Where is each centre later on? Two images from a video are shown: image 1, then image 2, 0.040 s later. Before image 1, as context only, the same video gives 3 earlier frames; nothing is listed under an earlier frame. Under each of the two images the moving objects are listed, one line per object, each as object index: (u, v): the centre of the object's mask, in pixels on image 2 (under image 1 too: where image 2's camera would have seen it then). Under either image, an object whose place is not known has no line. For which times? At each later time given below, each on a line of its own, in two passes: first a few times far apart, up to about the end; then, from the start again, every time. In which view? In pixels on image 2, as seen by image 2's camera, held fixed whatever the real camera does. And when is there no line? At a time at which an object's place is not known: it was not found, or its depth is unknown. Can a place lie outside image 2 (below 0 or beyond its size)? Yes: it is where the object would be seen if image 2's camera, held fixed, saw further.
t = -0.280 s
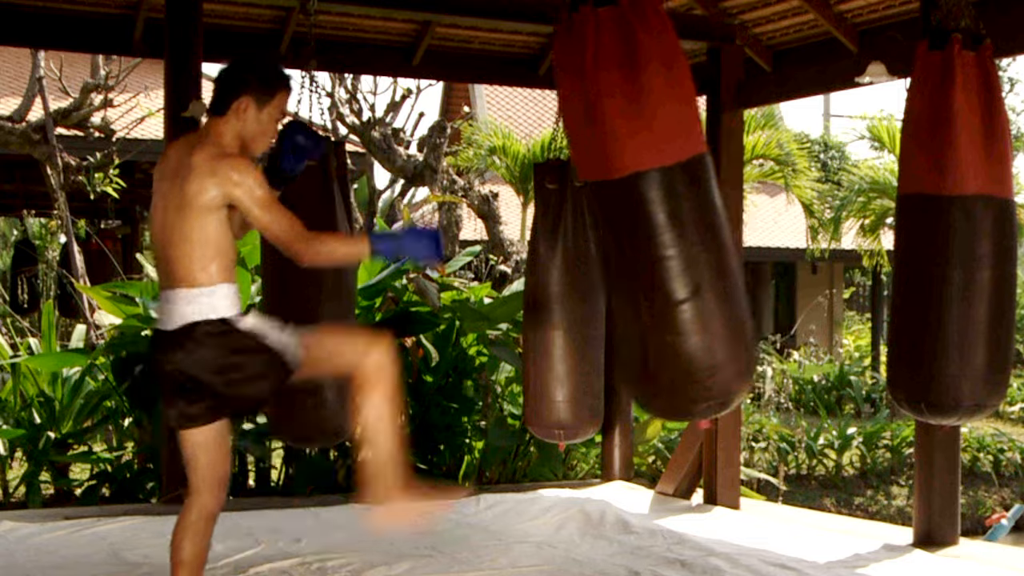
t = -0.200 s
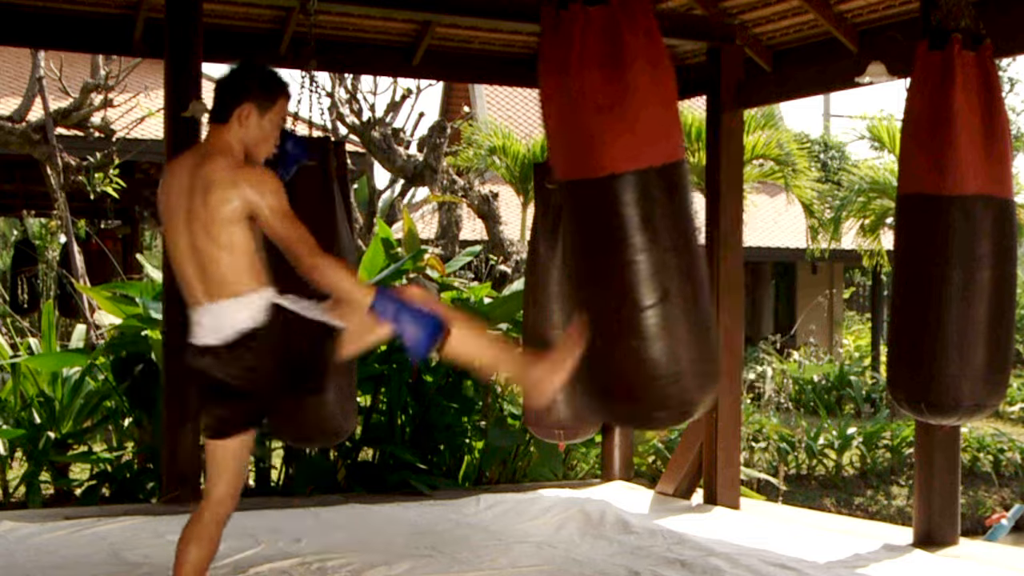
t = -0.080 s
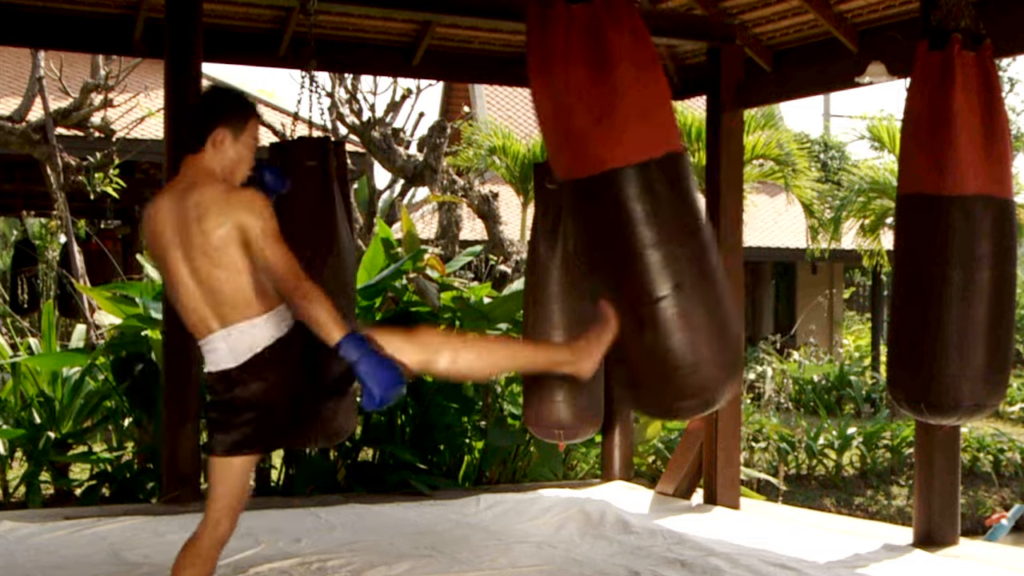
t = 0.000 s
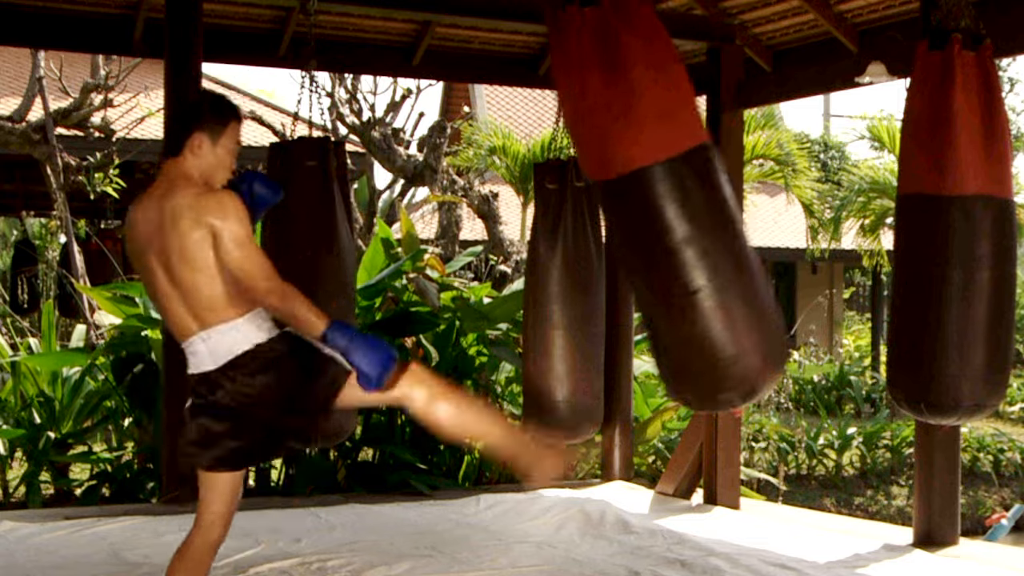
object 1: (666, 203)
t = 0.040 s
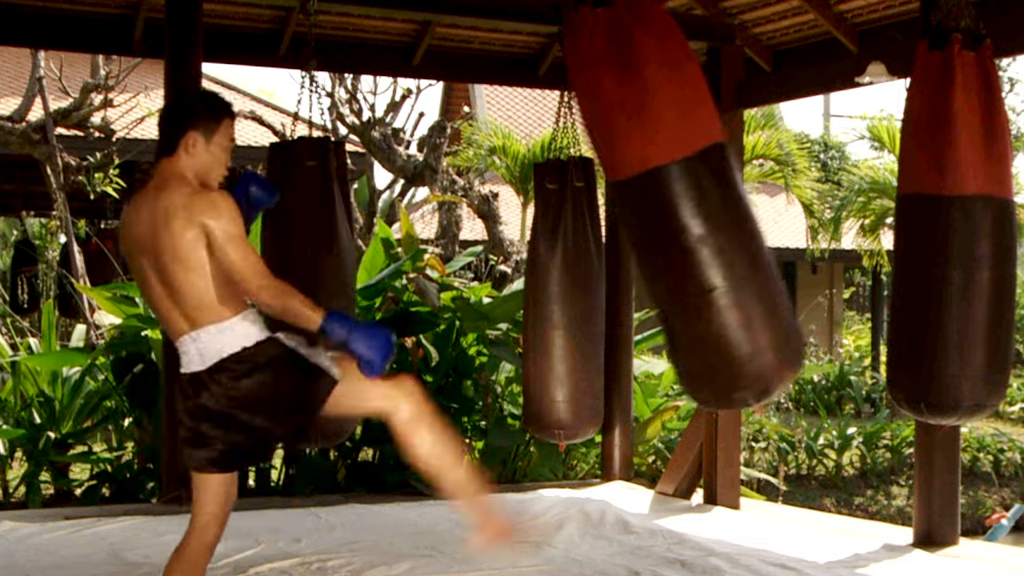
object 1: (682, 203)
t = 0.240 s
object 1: (731, 191)
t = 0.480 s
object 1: (731, 192)
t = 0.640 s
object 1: (697, 206)
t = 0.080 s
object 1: (698, 201)
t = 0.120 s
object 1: (710, 198)
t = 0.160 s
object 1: (719, 193)
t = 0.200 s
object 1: (727, 193)
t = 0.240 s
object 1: (731, 191)
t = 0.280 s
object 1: (735, 189)
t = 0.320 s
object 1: (737, 188)
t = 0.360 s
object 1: (738, 188)
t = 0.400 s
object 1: (737, 188)
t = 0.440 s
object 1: (735, 190)
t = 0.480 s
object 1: (731, 192)
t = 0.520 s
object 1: (726, 195)
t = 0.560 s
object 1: (717, 199)
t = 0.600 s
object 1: (708, 203)
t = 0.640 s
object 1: (697, 206)
